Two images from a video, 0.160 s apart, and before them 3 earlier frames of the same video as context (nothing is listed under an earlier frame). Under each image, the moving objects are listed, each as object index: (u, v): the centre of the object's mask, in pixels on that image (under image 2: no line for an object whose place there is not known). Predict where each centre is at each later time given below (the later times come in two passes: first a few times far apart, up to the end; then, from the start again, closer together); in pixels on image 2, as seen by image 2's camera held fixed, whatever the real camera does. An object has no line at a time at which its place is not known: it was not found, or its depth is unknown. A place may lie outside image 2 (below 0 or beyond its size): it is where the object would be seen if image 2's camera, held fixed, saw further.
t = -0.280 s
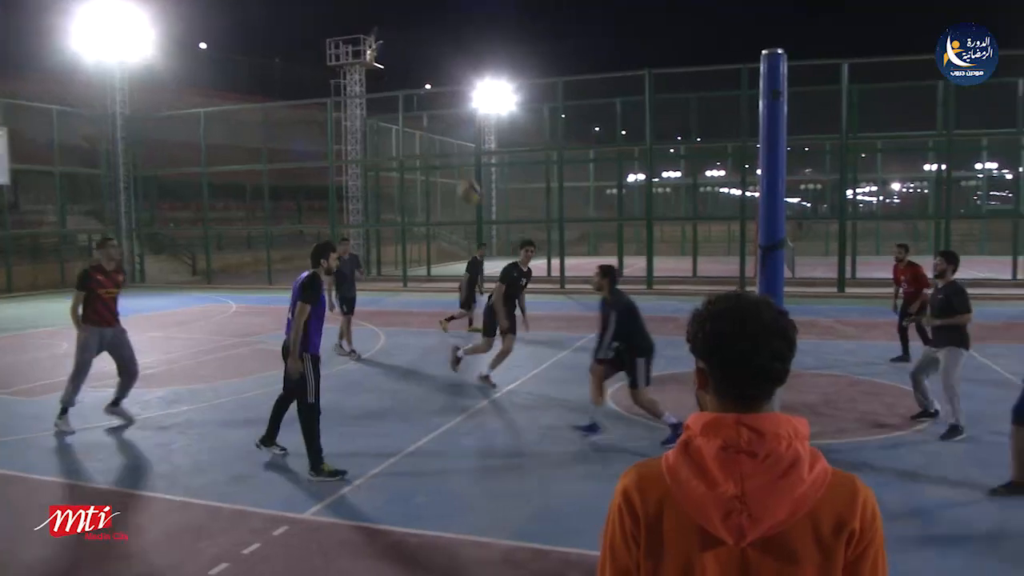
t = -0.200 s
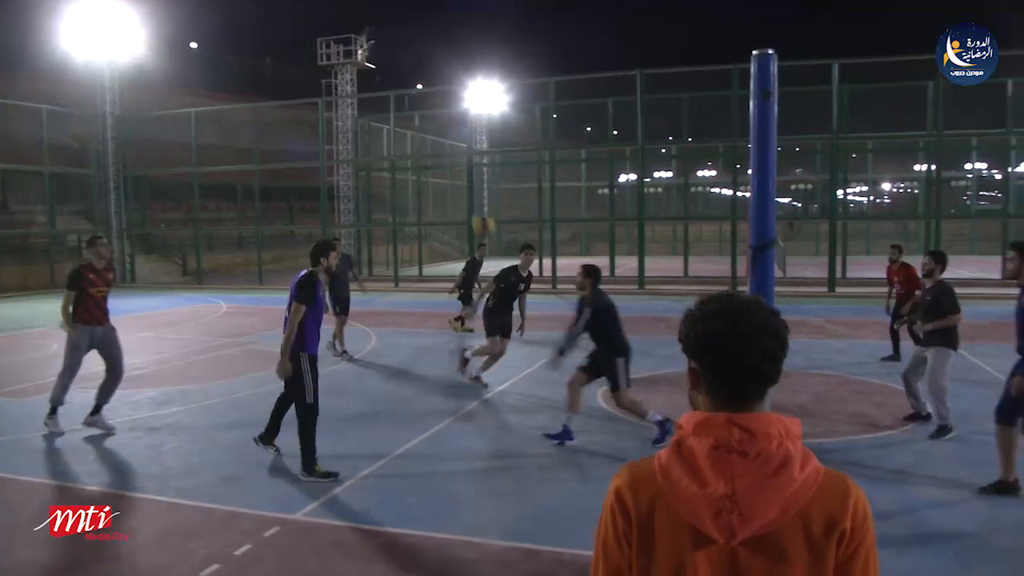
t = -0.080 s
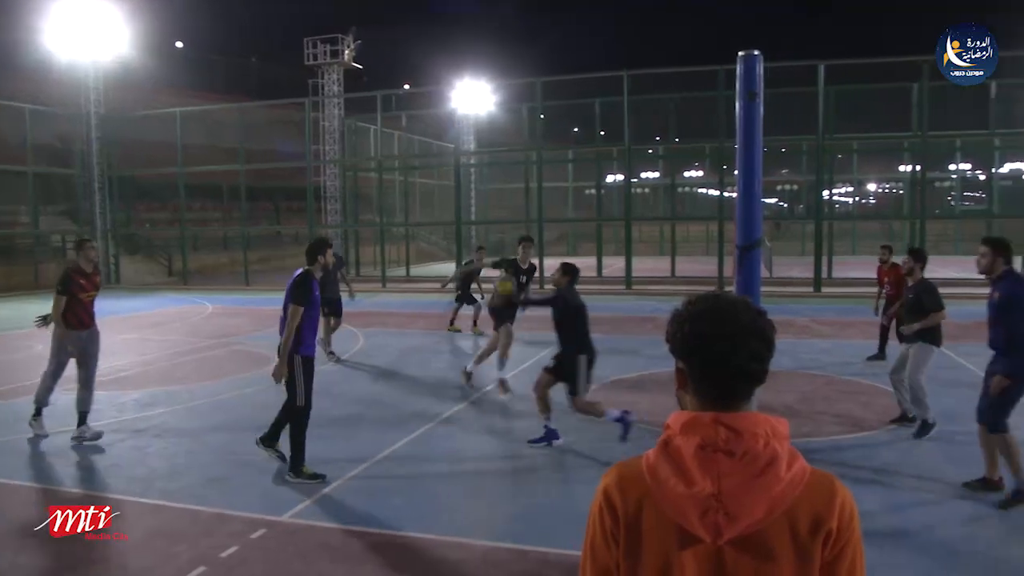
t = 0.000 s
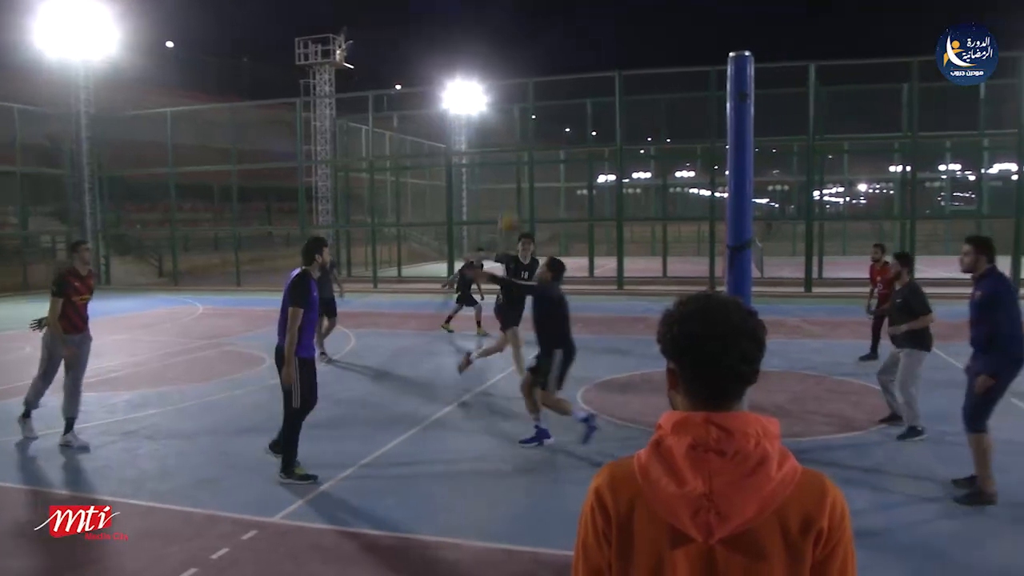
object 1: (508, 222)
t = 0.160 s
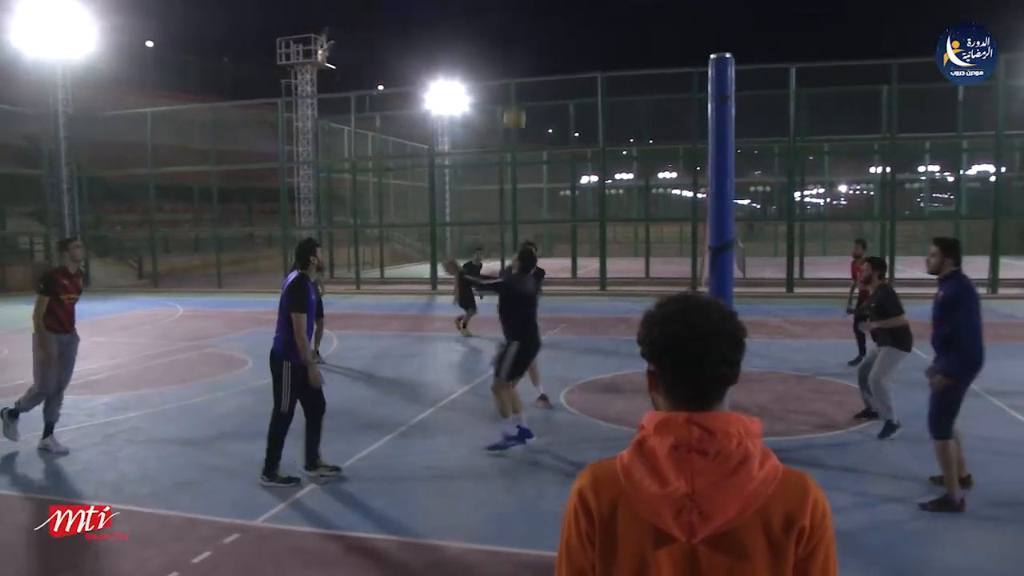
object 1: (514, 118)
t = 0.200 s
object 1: (520, 97)
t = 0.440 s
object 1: (552, 15)
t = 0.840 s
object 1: (601, 11)
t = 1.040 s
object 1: (623, 63)
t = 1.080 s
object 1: (626, 79)
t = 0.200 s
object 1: (520, 97)
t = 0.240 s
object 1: (525, 79)
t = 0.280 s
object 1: (530, 63)
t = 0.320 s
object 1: (536, 49)
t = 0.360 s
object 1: (541, 35)
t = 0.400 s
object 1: (547, 24)
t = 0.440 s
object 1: (552, 15)
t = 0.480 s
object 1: (556, 8)
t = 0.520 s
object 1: (562, 2)
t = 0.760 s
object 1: (591, 1)
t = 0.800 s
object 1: (596, 6)
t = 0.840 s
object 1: (601, 11)
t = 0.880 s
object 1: (605, 19)
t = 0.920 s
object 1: (611, 28)
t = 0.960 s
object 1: (615, 38)
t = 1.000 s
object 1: (619, 51)
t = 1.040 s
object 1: (623, 63)
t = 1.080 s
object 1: (626, 79)
